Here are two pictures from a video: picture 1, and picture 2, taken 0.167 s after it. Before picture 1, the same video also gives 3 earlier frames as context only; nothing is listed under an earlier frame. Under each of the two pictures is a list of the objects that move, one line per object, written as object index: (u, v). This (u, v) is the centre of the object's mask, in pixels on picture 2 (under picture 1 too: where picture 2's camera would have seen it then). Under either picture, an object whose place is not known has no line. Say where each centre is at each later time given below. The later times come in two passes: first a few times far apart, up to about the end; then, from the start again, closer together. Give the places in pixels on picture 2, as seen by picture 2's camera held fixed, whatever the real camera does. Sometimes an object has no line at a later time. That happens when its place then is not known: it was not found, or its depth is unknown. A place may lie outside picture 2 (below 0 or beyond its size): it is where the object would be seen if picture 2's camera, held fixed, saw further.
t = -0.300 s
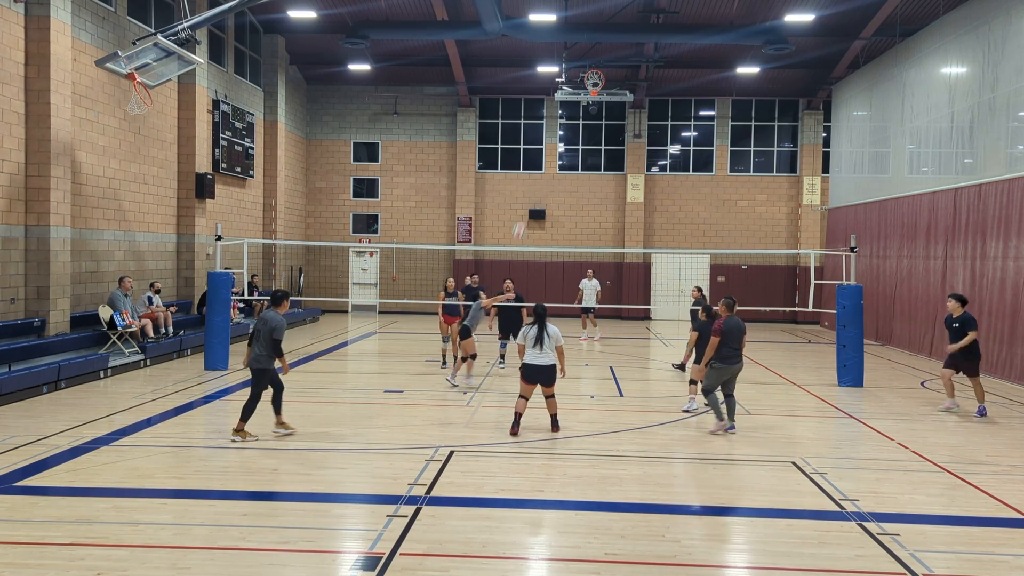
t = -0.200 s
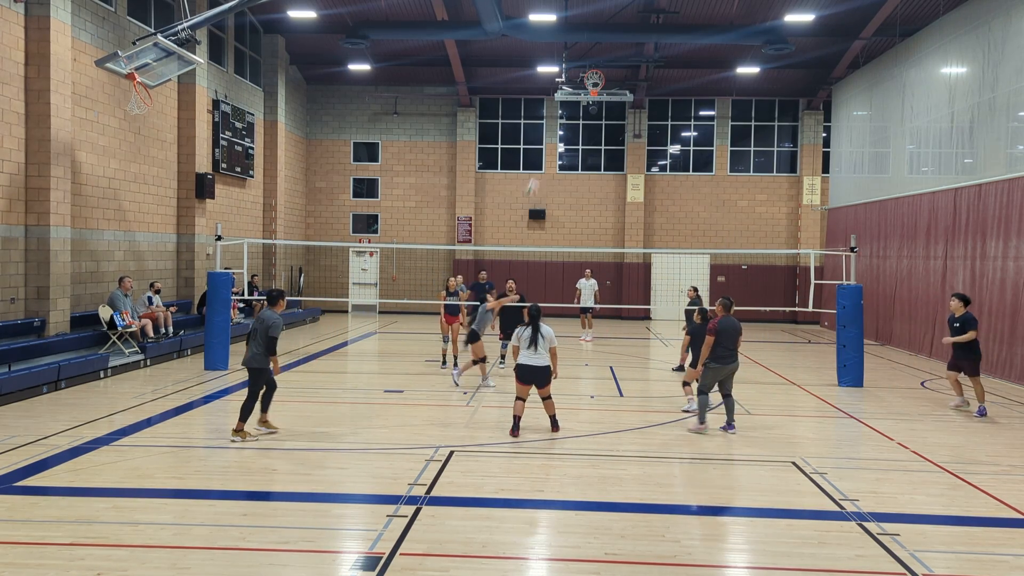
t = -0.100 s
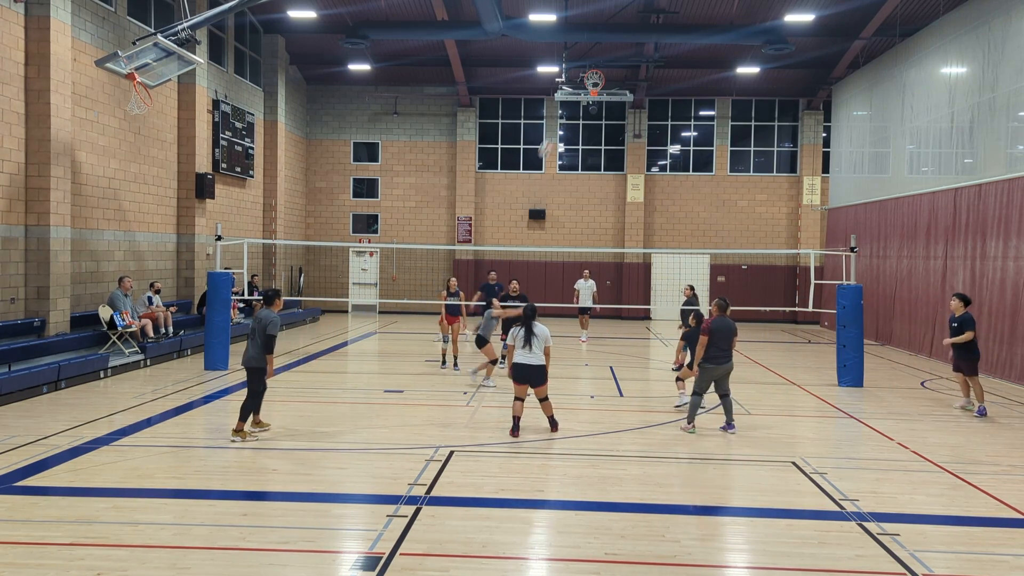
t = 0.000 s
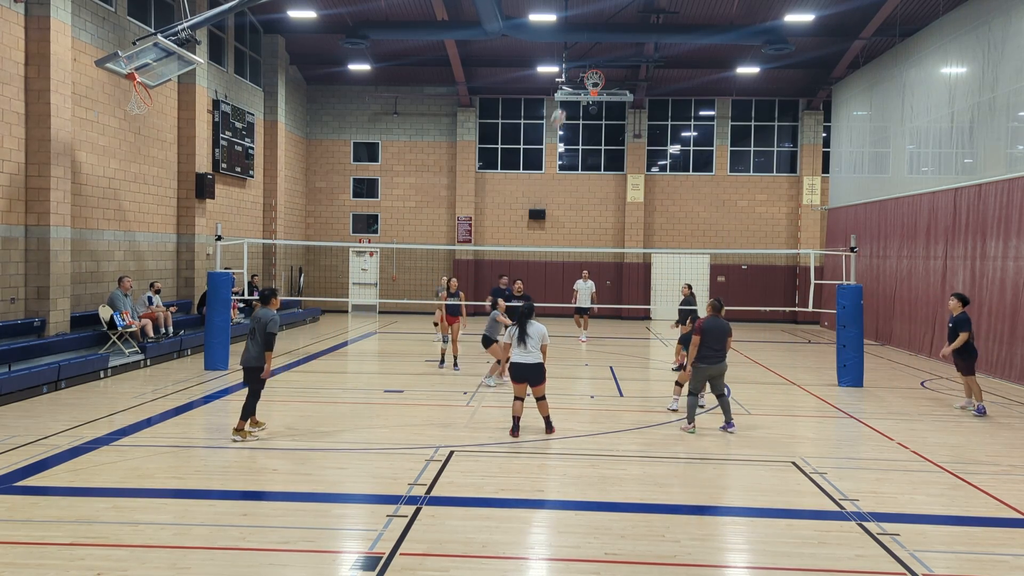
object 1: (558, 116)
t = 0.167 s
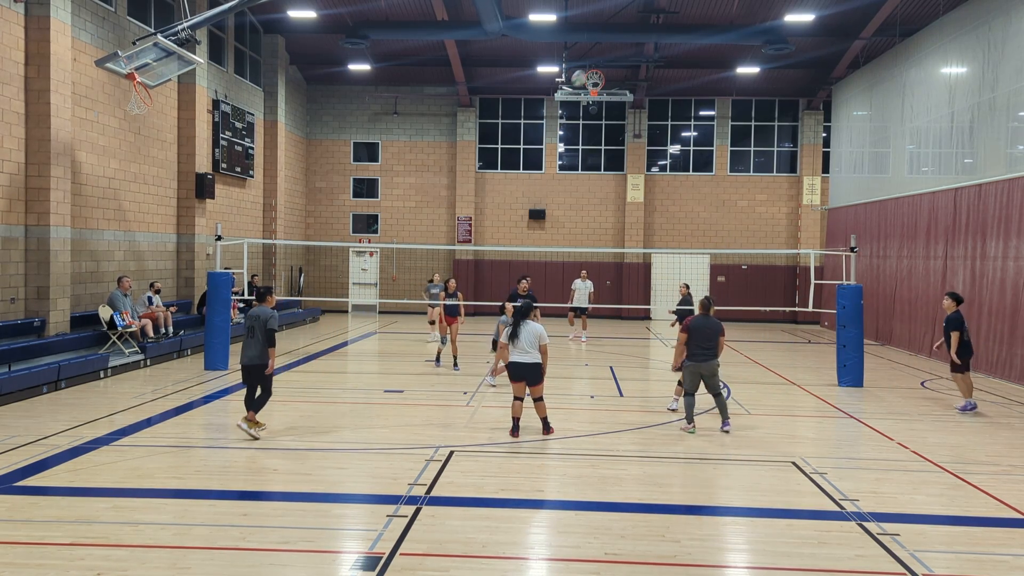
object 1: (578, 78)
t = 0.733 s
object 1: (647, 81)
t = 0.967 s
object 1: (673, 142)
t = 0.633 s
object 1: (635, 64)
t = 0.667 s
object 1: (639, 69)
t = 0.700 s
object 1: (643, 75)
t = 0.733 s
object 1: (647, 81)
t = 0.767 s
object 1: (651, 87)
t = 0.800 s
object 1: (655, 95)
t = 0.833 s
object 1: (658, 103)
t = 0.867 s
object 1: (662, 112)
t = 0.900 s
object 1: (666, 122)
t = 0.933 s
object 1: (670, 133)
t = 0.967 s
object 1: (673, 142)
